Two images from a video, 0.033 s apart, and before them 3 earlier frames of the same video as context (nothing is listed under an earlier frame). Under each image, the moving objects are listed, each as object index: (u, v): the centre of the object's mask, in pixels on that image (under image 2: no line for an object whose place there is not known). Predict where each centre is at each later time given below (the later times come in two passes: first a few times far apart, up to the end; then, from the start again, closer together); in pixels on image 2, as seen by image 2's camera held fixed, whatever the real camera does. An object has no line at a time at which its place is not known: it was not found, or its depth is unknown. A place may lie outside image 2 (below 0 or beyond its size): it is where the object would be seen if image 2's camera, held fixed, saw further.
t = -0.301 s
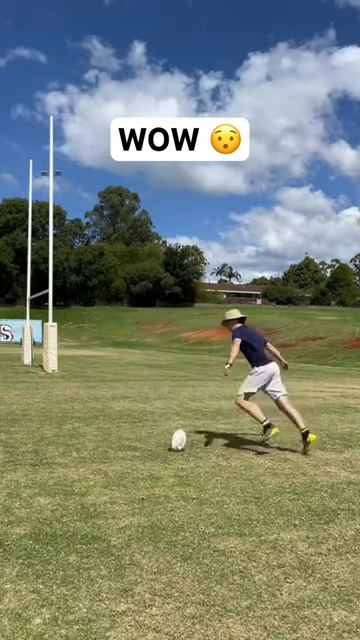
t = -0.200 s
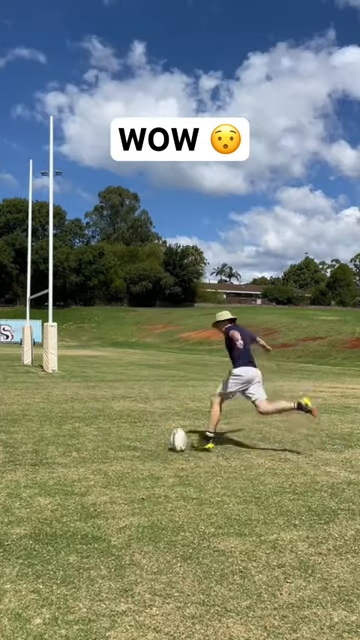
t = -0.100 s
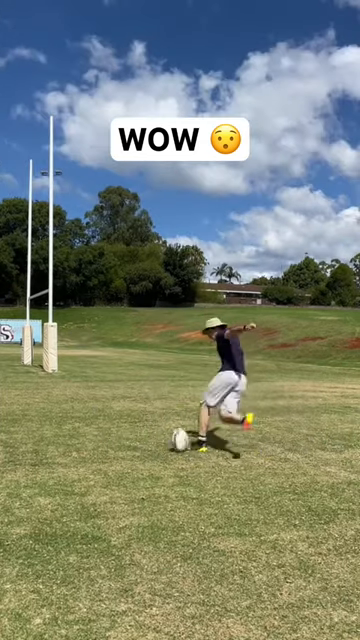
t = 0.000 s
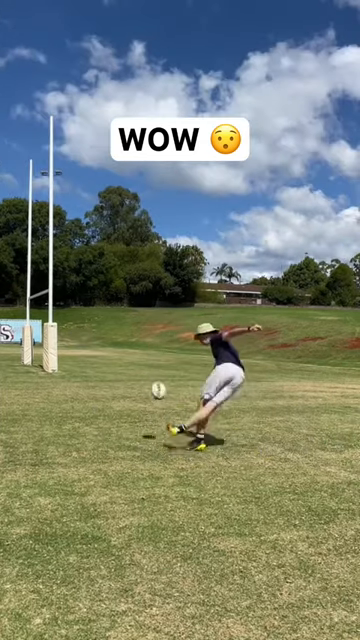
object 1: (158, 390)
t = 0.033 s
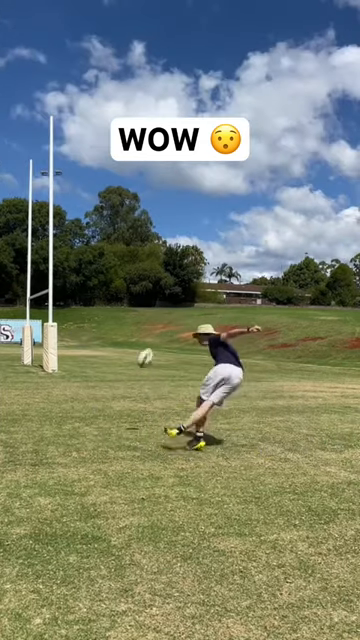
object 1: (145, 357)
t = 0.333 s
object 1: (80, 192)
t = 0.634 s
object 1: (59, 133)
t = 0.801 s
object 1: (56, 120)
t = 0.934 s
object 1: (54, 118)
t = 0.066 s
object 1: (134, 329)
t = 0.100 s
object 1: (124, 304)
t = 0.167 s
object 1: (108, 262)
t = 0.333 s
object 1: (80, 192)
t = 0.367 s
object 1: (77, 182)
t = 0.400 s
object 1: (74, 173)
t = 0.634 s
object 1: (59, 133)
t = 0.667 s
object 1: (59, 129)
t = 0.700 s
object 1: (58, 126)
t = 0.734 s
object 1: (57, 124)
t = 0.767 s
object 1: (56, 122)
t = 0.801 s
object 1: (56, 120)
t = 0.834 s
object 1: (55, 119)
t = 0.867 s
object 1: (55, 118)
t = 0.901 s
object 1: (54, 119)
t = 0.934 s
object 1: (54, 118)
